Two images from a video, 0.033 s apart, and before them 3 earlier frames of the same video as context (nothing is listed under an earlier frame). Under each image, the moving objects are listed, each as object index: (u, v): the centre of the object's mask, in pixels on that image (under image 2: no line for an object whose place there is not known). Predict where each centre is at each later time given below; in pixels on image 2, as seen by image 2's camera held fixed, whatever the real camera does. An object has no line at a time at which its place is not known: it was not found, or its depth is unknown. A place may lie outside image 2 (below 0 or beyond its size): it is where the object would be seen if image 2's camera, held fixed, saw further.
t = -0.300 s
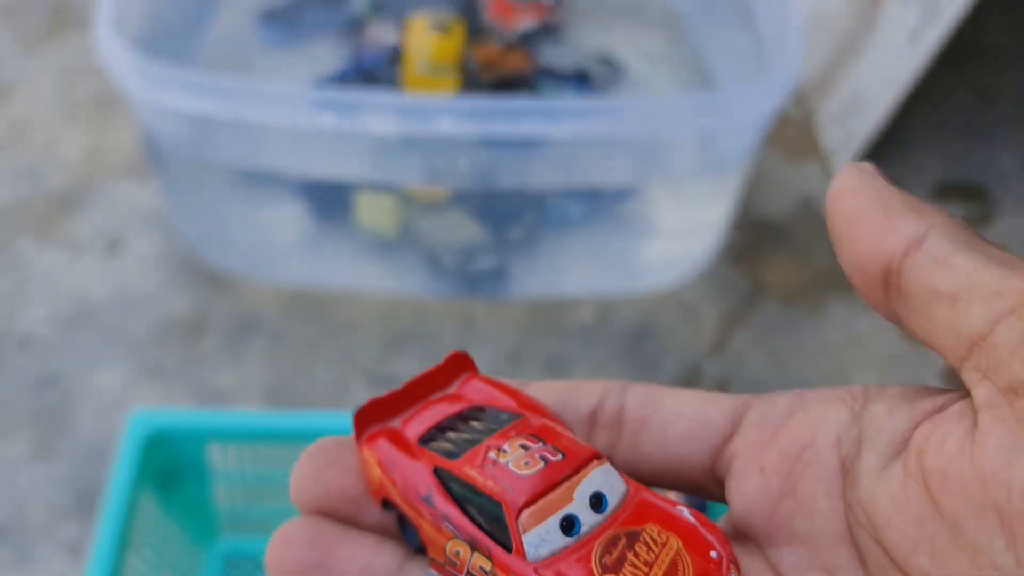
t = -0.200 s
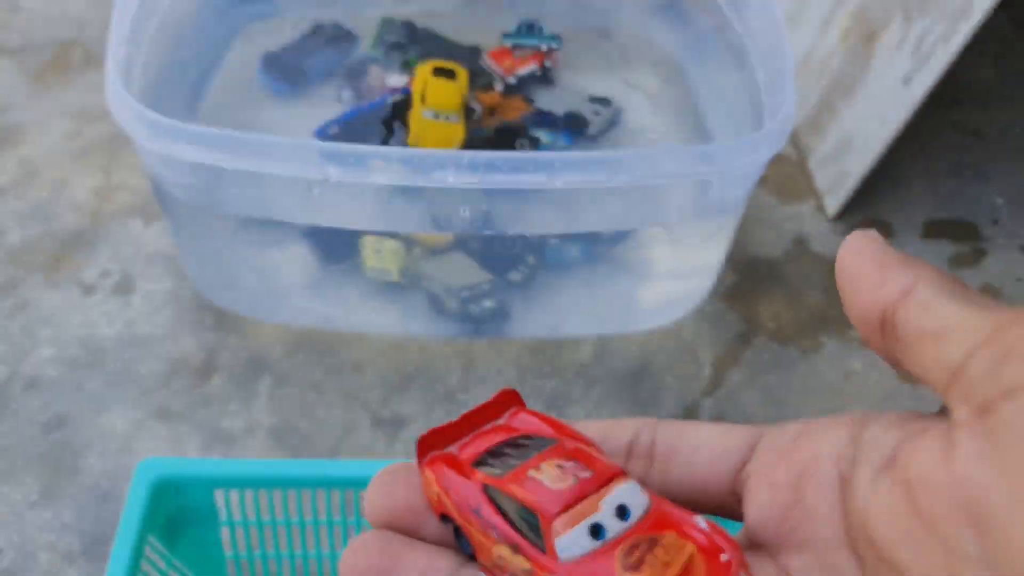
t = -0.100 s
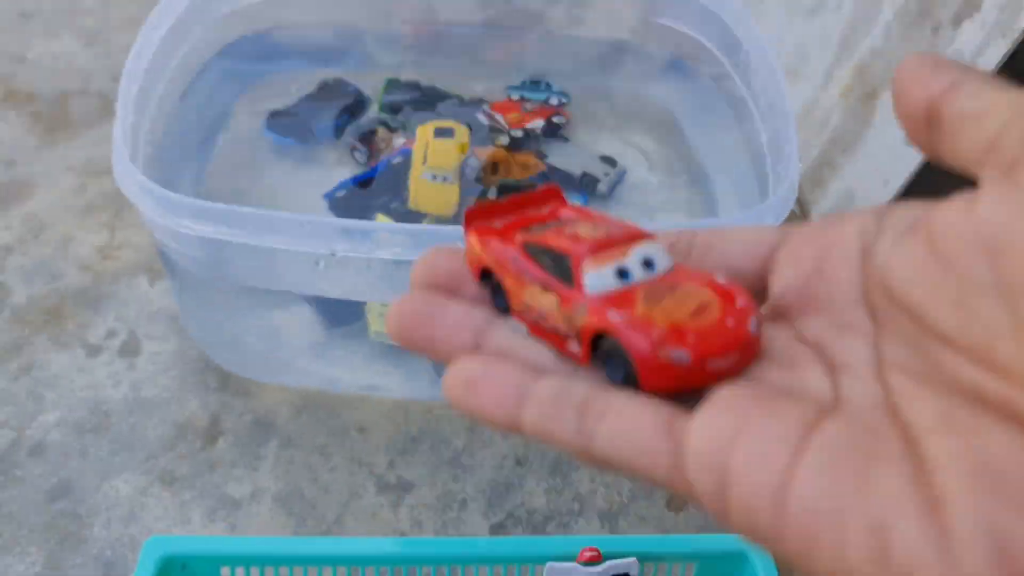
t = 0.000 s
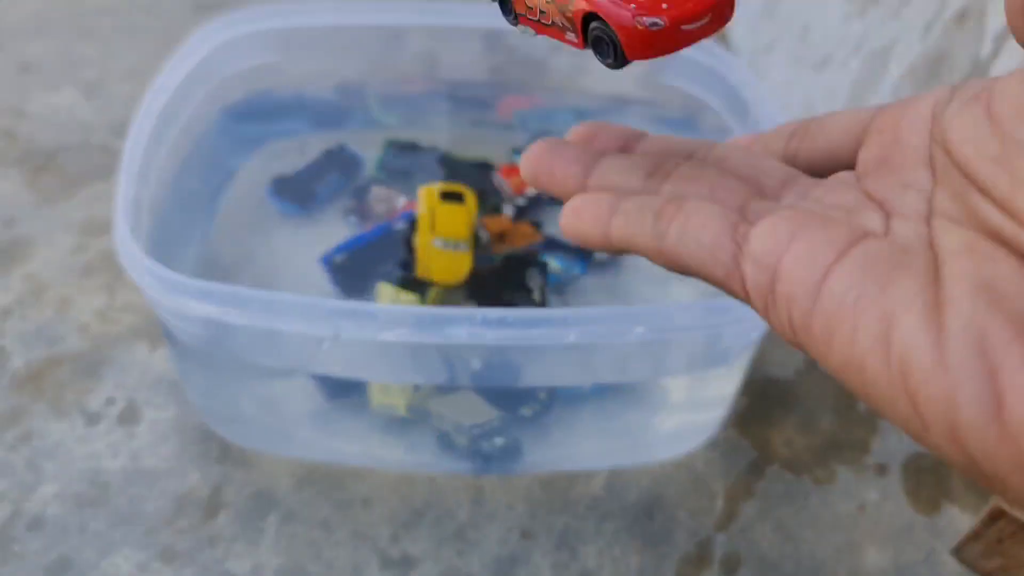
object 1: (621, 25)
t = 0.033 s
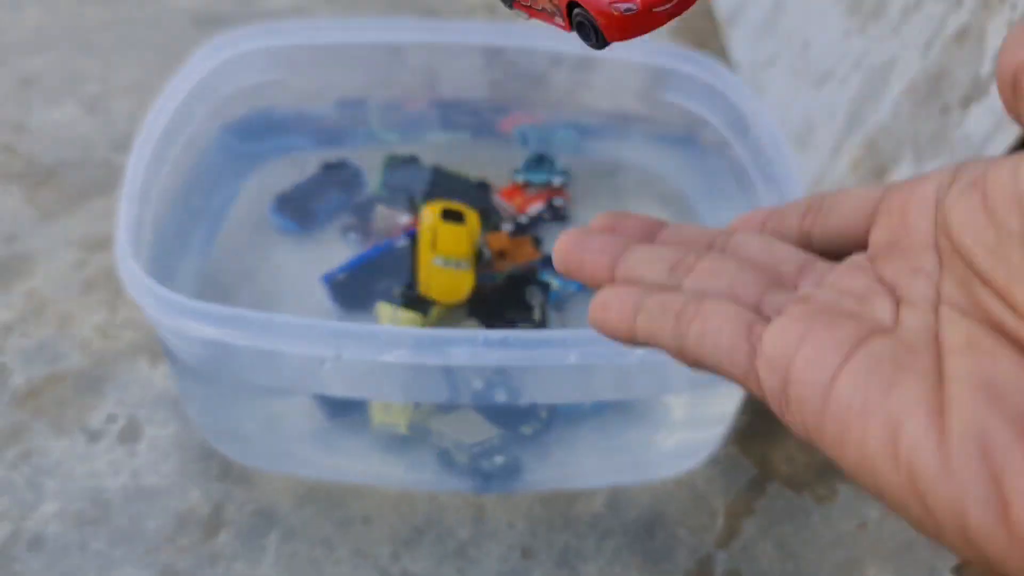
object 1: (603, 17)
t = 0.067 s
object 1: (579, 7)
